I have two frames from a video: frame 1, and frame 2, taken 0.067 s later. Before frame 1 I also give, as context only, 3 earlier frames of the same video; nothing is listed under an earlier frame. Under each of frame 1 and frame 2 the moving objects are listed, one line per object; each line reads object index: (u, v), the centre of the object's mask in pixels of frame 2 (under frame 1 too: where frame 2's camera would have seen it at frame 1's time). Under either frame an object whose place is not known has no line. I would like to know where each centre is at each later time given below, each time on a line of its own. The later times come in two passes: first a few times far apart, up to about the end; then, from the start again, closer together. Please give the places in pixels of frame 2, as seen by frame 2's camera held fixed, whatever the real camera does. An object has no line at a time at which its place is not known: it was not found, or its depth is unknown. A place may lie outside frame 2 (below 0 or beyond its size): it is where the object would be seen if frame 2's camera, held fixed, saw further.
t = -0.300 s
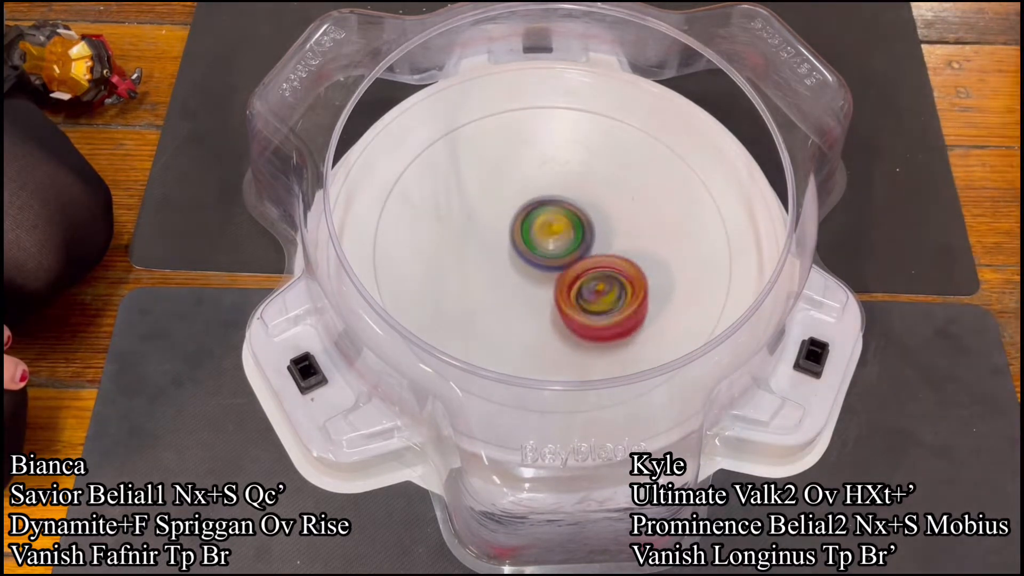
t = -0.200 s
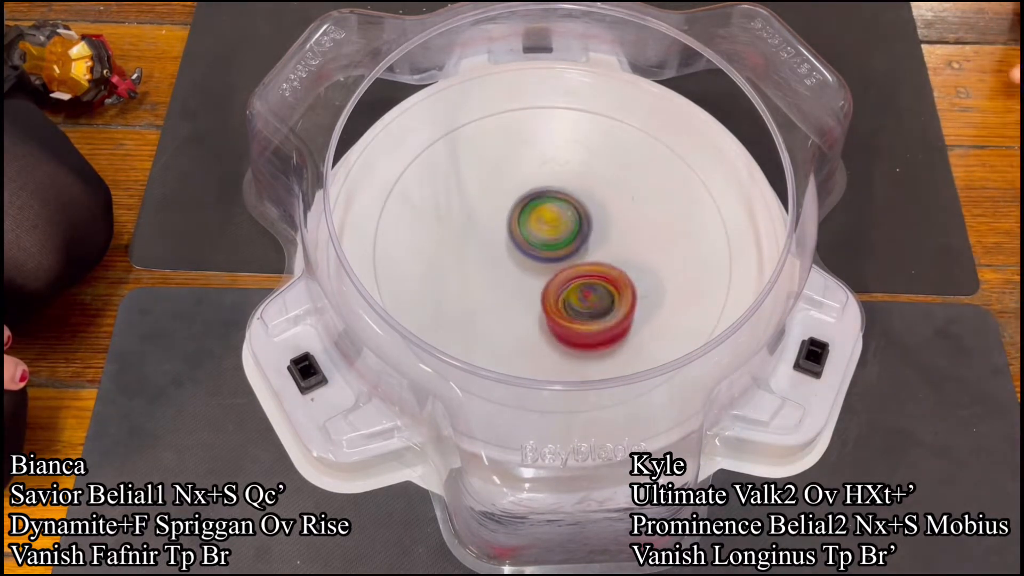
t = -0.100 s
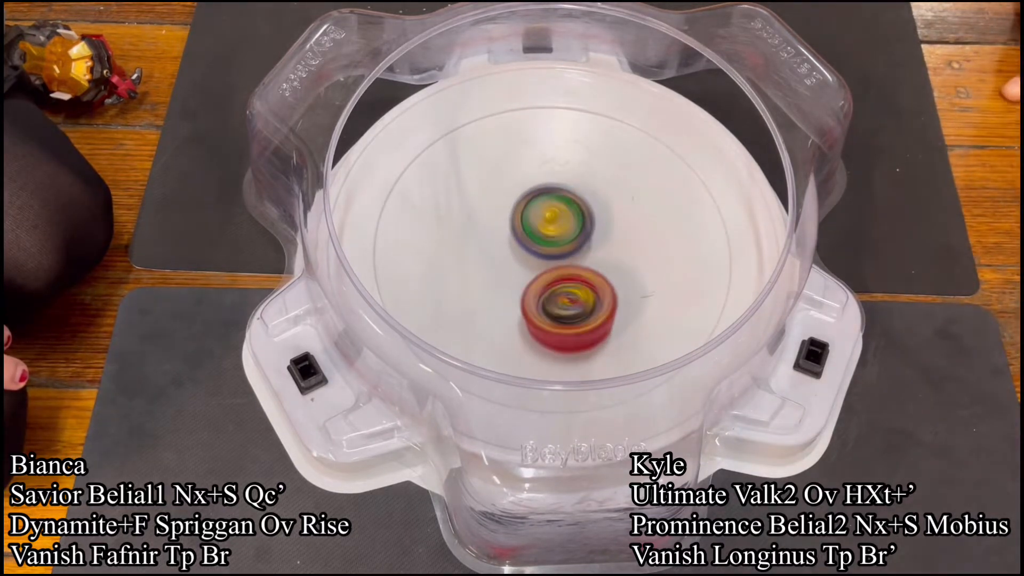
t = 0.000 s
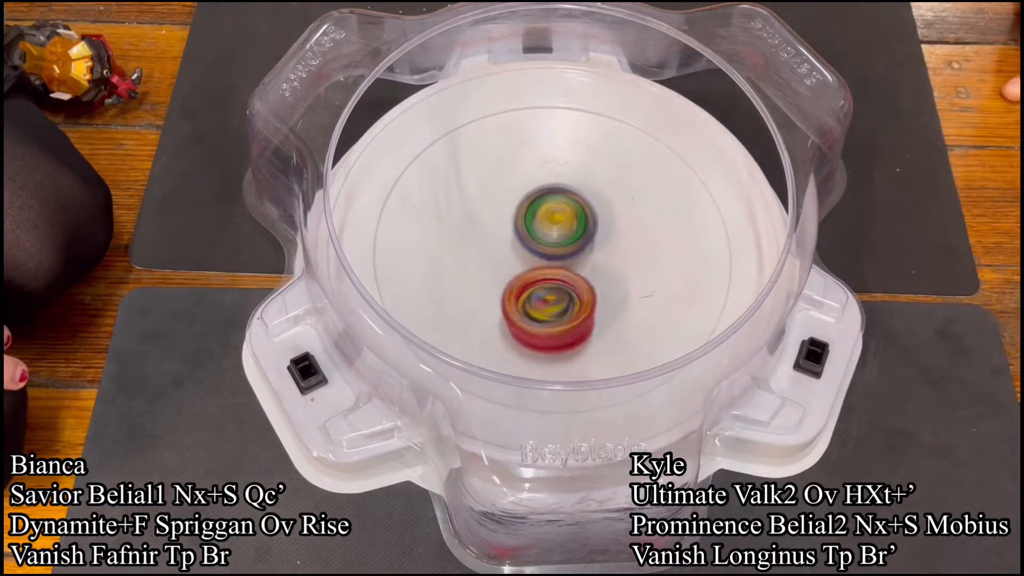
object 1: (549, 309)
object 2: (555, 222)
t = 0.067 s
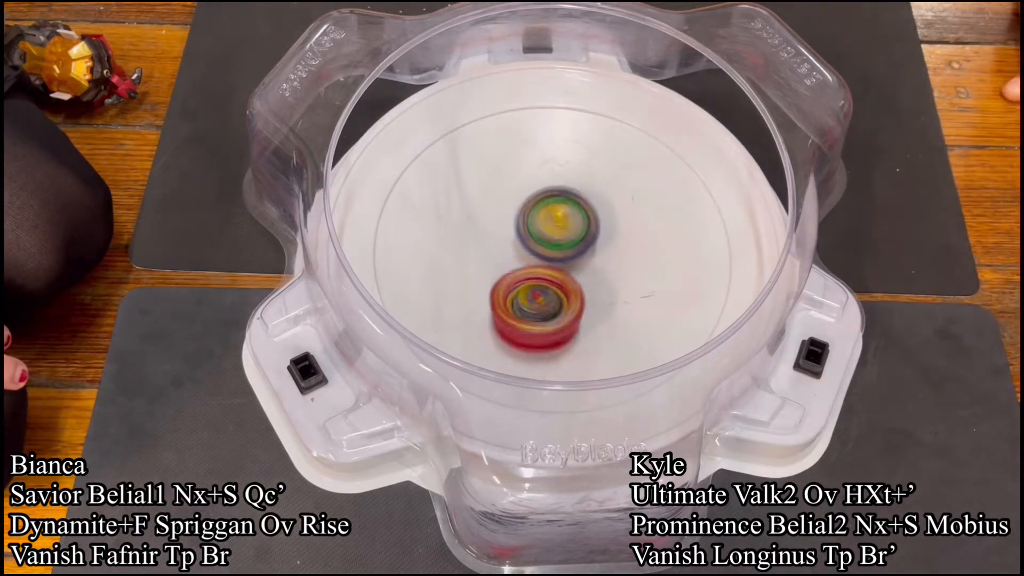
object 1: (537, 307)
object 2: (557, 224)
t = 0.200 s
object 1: (516, 303)
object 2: (559, 232)
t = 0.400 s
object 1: (490, 293)
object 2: (559, 237)
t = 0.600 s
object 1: (476, 274)
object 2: (557, 244)
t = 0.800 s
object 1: (466, 254)
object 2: (565, 248)
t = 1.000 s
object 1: (475, 229)
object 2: (567, 254)
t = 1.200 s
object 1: (492, 205)
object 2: (567, 259)
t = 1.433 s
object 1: (517, 179)
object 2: (562, 264)
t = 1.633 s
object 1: (535, 169)
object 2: (555, 258)
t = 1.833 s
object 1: (553, 172)
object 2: (553, 256)
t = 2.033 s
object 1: (571, 180)
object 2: (548, 259)
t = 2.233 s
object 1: (588, 188)
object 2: (537, 269)
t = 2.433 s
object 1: (603, 214)
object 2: (528, 266)
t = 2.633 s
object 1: (620, 233)
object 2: (522, 262)
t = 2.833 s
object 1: (623, 253)
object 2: (529, 252)
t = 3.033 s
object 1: (617, 272)
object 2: (532, 239)
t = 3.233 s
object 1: (606, 285)
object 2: (533, 225)
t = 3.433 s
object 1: (577, 296)
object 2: (543, 216)
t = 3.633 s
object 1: (556, 302)
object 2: (554, 213)
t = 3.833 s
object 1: (532, 295)
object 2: (563, 222)
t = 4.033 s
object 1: (509, 286)
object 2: (569, 225)
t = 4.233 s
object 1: (487, 271)
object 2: (578, 227)
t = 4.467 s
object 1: (481, 253)
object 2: (581, 238)
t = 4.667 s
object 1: (484, 232)
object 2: (581, 249)
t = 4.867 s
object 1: (497, 215)
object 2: (582, 259)
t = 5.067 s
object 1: (506, 201)
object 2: (588, 271)
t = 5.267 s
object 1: (531, 198)
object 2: (582, 276)
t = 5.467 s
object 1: (558, 193)
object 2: (573, 280)
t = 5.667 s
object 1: (575, 192)
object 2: (561, 278)
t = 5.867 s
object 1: (590, 189)
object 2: (543, 282)
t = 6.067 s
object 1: (595, 197)
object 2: (530, 274)
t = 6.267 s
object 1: (596, 210)
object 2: (521, 266)
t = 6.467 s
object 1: (596, 222)
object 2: (513, 257)
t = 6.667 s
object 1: (601, 233)
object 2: (507, 250)
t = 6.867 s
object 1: (601, 245)
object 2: (505, 242)
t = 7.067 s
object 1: (606, 256)
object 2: (505, 236)
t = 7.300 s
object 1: (601, 268)
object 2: (512, 230)
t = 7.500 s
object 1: (599, 276)
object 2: (518, 226)
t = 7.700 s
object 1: (595, 281)
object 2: (528, 224)
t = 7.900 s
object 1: (605, 291)
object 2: (522, 212)
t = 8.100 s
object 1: (594, 286)
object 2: (533, 217)
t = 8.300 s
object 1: (592, 290)
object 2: (530, 211)
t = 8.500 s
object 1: (586, 282)
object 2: (539, 215)
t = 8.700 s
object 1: (584, 283)
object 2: (542, 214)
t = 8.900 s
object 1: (581, 285)
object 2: (544, 211)
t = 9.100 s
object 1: (572, 285)
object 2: (547, 210)
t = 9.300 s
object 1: (568, 290)
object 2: (546, 207)
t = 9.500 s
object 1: (561, 290)
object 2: (547, 210)
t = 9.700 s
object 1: (552, 294)
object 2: (548, 208)
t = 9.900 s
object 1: (549, 294)
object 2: (550, 209)
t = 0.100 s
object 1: (531, 307)
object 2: (558, 226)
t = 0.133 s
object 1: (525, 306)
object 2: (559, 228)
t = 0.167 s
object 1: (520, 304)
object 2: (559, 230)
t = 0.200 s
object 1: (516, 303)
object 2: (559, 232)
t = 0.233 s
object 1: (511, 301)
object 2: (558, 233)
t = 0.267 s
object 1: (507, 298)
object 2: (557, 235)
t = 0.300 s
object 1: (503, 297)
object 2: (557, 236)
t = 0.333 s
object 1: (497, 296)
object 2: (559, 236)
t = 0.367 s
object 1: (493, 294)
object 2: (559, 237)
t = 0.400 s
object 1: (490, 293)
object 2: (559, 237)
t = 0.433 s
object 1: (487, 290)
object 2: (558, 239)
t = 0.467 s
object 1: (484, 288)
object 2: (558, 240)
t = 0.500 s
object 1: (482, 285)
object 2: (557, 241)
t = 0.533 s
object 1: (480, 281)
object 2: (556, 243)
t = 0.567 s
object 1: (477, 277)
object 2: (557, 243)
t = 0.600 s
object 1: (476, 274)
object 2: (557, 244)
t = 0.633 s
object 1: (474, 271)
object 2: (558, 244)
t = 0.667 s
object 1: (473, 267)
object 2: (558, 245)
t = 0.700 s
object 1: (472, 264)
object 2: (559, 246)
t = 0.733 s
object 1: (468, 261)
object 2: (562, 246)
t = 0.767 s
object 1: (466, 258)
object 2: (564, 247)
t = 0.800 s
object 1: (466, 254)
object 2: (565, 248)
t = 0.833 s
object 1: (466, 250)
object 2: (566, 249)
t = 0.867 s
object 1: (466, 245)
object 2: (566, 250)
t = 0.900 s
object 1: (468, 242)
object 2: (567, 251)
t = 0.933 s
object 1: (470, 237)
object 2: (567, 252)
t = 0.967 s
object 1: (472, 233)
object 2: (567, 253)
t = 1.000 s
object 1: (475, 229)
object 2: (567, 254)
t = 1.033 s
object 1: (478, 225)
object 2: (567, 255)
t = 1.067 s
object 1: (481, 221)
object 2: (566, 256)
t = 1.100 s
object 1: (483, 216)
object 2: (567, 257)
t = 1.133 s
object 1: (486, 212)
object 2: (568, 257)
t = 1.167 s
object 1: (489, 209)
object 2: (568, 258)
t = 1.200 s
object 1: (492, 205)
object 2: (567, 259)
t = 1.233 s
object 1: (496, 202)
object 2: (566, 259)
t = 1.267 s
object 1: (500, 199)
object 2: (565, 260)
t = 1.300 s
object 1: (505, 197)
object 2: (564, 260)
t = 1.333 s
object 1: (508, 191)
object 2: (564, 262)
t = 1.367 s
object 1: (511, 187)
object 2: (564, 263)
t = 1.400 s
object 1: (514, 183)
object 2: (564, 264)
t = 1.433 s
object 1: (517, 179)
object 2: (562, 264)
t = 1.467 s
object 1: (520, 176)
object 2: (561, 264)
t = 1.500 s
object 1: (523, 173)
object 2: (560, 263)
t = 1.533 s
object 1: (526, 170)
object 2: (559, 262)
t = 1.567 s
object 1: (529, 170)
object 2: (558, 261)
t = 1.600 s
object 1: (531, 169)
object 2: (556, 260)
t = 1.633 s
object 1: (535, 169)
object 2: (555, 258)
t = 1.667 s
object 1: (537, 170)
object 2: (555, 257)
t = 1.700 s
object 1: (540, 171)
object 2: (554, 255)
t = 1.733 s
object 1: (544, 172)
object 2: (554, 254)
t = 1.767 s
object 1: (547, 171)
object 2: (553, 255)
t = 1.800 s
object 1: (550, 171)
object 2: (553, 256)
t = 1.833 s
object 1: (553, 172)
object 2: (553, 256)
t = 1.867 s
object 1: (555, 173)
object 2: (552, 256)
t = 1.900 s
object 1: (559, 174)
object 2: (552, 257)
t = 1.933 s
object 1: (561, 175)
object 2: (550, 258)
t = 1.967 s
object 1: (564, 177)
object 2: (550, 258)
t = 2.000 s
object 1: (568, 178)
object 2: (549, 259)
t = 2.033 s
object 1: (571, 180)
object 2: (548, 259)
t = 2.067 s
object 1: (574, 182)
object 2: (547, 259)
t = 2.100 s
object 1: (578, 181)
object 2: (545, 264)
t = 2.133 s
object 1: (581, 181)
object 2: (542, 267)
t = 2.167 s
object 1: (584, 183)
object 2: (541, 268)
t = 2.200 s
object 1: (586, 185)
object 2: (539, 269)
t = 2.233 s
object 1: (588, 188)
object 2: (537, 269)
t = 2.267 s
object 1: (590, 192)
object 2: (536, 269)
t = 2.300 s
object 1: (593, 196)
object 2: (534, 269)
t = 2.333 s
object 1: (595, 200)
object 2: (532, 268)
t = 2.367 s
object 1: (596, 205)
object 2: (532, 267)
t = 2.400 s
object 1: (598, 210)
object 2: (530, 266)
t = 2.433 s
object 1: (603, 214)
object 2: (528, 266)
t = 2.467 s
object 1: (607, 216)
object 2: (525, 267)
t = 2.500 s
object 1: (610, 219)
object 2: (524, 267)
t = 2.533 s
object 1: (613, 223)
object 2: (523, 266)
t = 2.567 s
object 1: (616, 226)
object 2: (523, 265)
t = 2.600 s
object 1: (618, 230)
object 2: (522, 264)
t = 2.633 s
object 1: (620, 233)
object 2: (522, 262)
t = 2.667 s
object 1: (621, 237)
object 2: (523, 260)
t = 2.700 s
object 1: (623, 240)
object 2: (523, 259)
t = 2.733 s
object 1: (623, 243)
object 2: (525, 257)
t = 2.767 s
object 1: (624, 247)
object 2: (526, 255)
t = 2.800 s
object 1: (623, 250)
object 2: (528, 253)
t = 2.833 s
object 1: (623, 253)
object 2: (529, 252)
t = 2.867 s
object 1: (623, 257)
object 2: (530, 249)
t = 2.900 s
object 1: (623, 260)
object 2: (529, 247)
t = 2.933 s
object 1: (623, 263)
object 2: (528, 245)
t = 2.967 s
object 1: (621, 266)
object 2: (529, 243)
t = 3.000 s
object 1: (619, 269)
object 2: (530, 241)
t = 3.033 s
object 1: (617, 272)
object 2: (532, 239)
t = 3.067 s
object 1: (617, 275)
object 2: (530, 236)
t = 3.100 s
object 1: (618, 278)
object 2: (529, 233)
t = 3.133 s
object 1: (617, 280)
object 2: (529, 230)
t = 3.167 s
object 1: (614, 282)
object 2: (530, 228)
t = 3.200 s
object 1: (610, 284)
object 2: (532, 226)
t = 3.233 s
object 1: (606, 285)
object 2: (533, 225)
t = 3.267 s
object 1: (602, 287)
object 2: (535, 223)
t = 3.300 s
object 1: (597, 288)
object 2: (537, 222)
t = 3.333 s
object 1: (592, 288)
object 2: (540, 221)
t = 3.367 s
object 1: (586, 289)
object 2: (541, 220)
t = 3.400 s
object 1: (581, 292)
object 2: (542, 219)
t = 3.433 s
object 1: (577, 296)
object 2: (543, 216)
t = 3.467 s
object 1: (573, 298)
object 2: (544, 214)
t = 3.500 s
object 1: (570, 299)
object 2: (546, 214)
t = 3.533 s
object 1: (567, 300)
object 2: (547, 213)
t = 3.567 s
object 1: (563, 301)
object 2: (549, 212)
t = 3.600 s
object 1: (559, 302)
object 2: (552, 212)
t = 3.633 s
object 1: (556, 302)
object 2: (554, 213)
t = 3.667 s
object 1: (552, 301)
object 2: (556, 214)
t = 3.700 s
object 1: (548, 300)
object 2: (558, 216)
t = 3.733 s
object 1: (544, 299)
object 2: (559, 218)
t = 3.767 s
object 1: (540, 298)
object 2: (561, 220)
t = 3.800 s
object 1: (537, 296)
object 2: (562, 222)
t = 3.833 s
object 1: (532, 295)
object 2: (563, 222)
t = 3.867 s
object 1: (526, 297)
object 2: (564, 221)
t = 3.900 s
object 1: (522, 296)
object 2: (565, 221)
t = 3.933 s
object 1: (519, 295)
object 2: (567, 222)
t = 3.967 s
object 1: (515, 292)
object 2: (567, 223)
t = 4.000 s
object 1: (512, 289)
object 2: (568, 224)
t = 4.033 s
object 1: (509, 286)
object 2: (569, 225)
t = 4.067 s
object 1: (506, 282)
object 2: (569, 227)
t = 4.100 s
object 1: (504, 279)
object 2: (570, 228)
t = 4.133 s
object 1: (502, 276)
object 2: (570, 229)
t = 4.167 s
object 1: (495, 274)
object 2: (574, 227)
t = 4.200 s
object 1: (490, 273)
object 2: (576, 226)
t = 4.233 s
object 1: (487, 271)
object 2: (578, 227)
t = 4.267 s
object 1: (484, 269)
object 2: (579, 228)
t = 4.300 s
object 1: (482, 266)
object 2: (580, 229)
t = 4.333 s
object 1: (481, 264)
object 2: (581, 231)
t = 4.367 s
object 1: (480, 261)
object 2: (581, 233)
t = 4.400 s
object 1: (480, 258)
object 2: (582, 234)
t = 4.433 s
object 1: (480, 256)
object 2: (581, 236)
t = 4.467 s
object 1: (481, 253)
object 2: (581, 238)
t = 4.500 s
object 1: (482, 249)
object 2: (580, 240)
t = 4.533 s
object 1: (483, 246)
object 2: (579, 241)
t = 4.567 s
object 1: (485, 242)
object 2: (578, 243)
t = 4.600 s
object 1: (484, 239)
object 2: (579, 245)
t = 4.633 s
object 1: (483, 235)
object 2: (581, 247)
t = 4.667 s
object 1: (484, 232)
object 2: (581, 249)
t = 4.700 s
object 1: (487, 230)
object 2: (581, 250)
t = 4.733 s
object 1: (488, 227)
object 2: (581, 252)
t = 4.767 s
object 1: (491, 224)
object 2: (581, 253)
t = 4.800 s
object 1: (494, 222)
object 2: (581, 255)
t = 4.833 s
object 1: (497, 219)
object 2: (581, 257)
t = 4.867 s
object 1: (497, 215)
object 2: (582, 259)
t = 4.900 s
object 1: (496, 211)
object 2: (586, 262)
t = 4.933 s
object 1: (495, 208)
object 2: (587, 264)
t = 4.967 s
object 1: (497, 205)
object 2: (588, 267)
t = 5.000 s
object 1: (500, 203)
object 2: (588, 268)
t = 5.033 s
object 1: (502, 202)
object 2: (588, 270)
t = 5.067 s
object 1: (506, 201)
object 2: (588, 271)
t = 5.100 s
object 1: (509, 199)
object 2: (586, 272)
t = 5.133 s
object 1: (513, 198)
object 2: (586, 273)
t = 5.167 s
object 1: (517, 197)
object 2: (585, 274)
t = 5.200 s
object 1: (521, 197)
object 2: (585, 274)
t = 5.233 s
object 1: (525, 197)
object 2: (584, 275)
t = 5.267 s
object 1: (531, 198)
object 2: (582, 276)
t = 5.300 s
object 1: (536, 197)
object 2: (580, 275)
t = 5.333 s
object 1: (540, 198)
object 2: (578, 275)
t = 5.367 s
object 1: (546, 198)
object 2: (577, 276)
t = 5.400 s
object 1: (550, 197)
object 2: (577, 277)
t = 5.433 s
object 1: (554, 195)
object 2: (575, 278)
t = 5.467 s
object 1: (558, 193)
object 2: (573, 280)
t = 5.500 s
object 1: (560, 191)
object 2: (570, 280)
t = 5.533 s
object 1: (564, 190)
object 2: (568, 280)
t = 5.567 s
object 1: (567, 190)
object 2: (567, 279)
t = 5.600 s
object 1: (570, 191)
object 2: (565, 280)
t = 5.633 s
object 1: (572, 191)
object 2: (563, 278)
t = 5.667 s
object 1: (575, 192)
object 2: (561, 278)
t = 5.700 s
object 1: (577, 194)
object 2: (559, 277)
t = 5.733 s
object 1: (579, 196)
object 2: (557, 276)
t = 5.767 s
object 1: (581, 198)
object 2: (554, 274)
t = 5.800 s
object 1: (585, 193)
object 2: (551, 278)
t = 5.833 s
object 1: (588, 189)
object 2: (546, 282)
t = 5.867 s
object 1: (590, 189)
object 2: (543, 282)
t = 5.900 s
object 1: (591, 189)
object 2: (540, 281)
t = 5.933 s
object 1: (593, 190)
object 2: (538, 280)
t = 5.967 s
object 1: (594, 191)
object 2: (536, 279)
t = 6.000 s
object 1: (594, 193)
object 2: (533, 277)
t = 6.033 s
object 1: (595, 195)
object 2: (531, 275)
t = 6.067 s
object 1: (595, 197)
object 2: (530, 274)
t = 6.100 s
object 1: (594, 200)
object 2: (529, 272)
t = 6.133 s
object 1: (593, 203)
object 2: (528, 270)
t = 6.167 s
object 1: (593, 206)
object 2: (527, 268)
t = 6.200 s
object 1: (591, 209)
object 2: (526, 265)
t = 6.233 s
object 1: (593, 210)
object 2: (523, 265)
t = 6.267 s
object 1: (596, 210)
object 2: (521, 266)
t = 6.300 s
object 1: (596, 212)
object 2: (520, 264)
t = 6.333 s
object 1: (595, 214)
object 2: (518, 262)
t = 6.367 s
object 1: (595, 216)
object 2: (518, 260)
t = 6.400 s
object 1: (597, 217)
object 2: (516, 259)
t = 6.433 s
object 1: (597, 219)
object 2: (515, 259)
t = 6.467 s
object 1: (596, 222)
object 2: (513, 257)
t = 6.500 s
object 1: (597, 224)
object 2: (513, 256)
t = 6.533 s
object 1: (599, 225)
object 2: (511, 254)
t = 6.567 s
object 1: (598, 227)
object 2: (510, 254)
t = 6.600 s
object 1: (599, 229)
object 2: (509, 252)
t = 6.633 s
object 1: (598, 231)
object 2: (509, 250)
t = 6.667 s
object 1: (601, 233)
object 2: (507, 250)
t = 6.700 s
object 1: (600, 234)
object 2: (507, 248)
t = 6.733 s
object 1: (600, 237)
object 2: (507, 247)
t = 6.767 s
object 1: (600, 239)
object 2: (507, 245)
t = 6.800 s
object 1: (600, 241)
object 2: (507, 244)
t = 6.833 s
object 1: (602, 243)
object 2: (506, 243)
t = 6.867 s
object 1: (601, 245)
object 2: (505, 242)
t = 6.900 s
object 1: (601, 247)
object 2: (506, 241)
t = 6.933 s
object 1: (600, 249)
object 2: (508, 240)
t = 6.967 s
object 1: (602, 250)
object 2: (507, 239)
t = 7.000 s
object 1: (605, 253)
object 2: (505, 239)
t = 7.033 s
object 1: (605, 255)
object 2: (504, 237)
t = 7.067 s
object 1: (606, 256)
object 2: (505, 236)
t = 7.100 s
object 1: (605, 258)
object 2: (507, 235)
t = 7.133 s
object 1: (604, 259)
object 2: (508, 234)
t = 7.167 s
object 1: (603, 261)
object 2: (510, 233)
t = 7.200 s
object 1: (601, 261)
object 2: (512, 233)
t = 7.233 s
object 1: (599, 263)
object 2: (515, 233)
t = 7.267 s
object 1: (599, 265)
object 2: (513, 232)
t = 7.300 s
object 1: (601, 268)
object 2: (512, 230)
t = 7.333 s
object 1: (601, 269)
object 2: (513, 230)
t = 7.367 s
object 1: (600, 270)
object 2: (514, 230)
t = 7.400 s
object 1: (598, 271)
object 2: (516, 229)
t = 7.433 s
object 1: (597, 271)
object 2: (519, 229)
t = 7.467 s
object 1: (596, 273)
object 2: (520, 229)
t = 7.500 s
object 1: (599, 276)
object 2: (518, 226)
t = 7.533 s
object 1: (599, 277)
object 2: (519, 225)
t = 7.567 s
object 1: (598, 278)
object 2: (521, 225)
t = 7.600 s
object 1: (598, 279)
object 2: (523, 225)
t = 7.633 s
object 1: (596, 279)
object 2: (524, 225)
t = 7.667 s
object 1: (595, 279)
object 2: (527, 225)
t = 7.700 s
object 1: (595, 281)
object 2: (528, 224)
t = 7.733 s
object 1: (601, 287)
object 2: (522, 218)
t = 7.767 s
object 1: (604, 290)
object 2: (519, 215)
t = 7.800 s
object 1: (605, 291)
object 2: (519, 214)
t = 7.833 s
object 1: (605, 291)
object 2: (520, 213)
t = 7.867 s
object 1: (605, 292)
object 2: (520, 212)
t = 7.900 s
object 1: (605, 291)
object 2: (522, 212)
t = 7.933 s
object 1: (604, 291)
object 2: (523, 212)
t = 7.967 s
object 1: (603, 291)
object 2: (524, 212)
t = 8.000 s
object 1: (601, 290)
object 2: (526, 213)
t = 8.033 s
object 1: (599, 289)
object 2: (528, 214)
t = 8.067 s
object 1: (597, 287)
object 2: (530, 215)
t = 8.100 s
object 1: (594, 286)
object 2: (533, 217)
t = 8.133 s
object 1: (592, 284)
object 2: (535, 219)
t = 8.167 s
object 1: (590, 281)
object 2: (535, 220)
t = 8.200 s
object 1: (593, 287)
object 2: (531, 215)
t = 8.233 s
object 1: (594, 290)
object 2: (529, 212)
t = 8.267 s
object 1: (594, 290)
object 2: (529, 211)
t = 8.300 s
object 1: (592, 290)
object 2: (530, 211)
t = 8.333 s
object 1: (592, 288)
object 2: (532, 212)
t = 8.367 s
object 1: (591, 287)
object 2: (533, 212)
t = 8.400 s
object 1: (589, 286)
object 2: (535, 213)
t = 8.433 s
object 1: (589, 284)
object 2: (536, 214)
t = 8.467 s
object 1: (587, 282)
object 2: (538, 215)
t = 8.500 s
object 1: (586, 282)
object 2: (539, 215)
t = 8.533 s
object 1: (587, 284)
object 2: (539, 215)
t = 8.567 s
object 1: (586, 284)
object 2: (540, 214)
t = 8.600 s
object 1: (585, 282)
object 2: (541, 215)
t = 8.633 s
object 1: (585, 283)
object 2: (541, 214)
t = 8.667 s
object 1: (584, 283)
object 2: (542, 214)
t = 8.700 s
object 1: (584, 283)
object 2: (542, 214)
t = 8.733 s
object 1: (584, 282)
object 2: (543, 214)
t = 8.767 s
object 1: (583, 283)
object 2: (543, 213)
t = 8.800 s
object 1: (582, 283)
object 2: (544, 213)
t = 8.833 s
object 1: (582, 284)
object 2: (543, 212)
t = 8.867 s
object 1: (581, 285)
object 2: (544, 211)
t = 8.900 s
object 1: (581, 285)
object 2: (544, 211)
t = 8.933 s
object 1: (580, 286)
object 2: (545, 210)
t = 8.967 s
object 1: (578, 286)
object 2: (545, 210)
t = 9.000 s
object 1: (578, 285)
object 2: (547, 211)
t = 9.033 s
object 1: (576, 284)
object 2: (546, 211)
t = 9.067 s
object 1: (574, 285)
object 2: (547, 210)
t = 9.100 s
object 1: (572, 285)
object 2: (547, 210)
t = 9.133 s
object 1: (572, 284)
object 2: (547, 210)
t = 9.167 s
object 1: (570, 285)
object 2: (547, 210)
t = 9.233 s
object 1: (569, 286)
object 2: (547, 209)
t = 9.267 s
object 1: (568, 289)
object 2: (546, 207)
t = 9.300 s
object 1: (568, 290)
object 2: (546, 207)
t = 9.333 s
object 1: (567, 291)
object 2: (546, 207)
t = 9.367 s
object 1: (566, 292)
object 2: (546, 207)
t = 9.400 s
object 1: (565, 292)
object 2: (547, 208)
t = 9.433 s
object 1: (564, 291)
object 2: (546, 208)
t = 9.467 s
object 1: (563, 291)
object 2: (547, 209)
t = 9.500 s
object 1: (561, 290)
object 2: (547, 210)
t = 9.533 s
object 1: (560, 289)
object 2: (547, 211)
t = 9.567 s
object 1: (559, 288)
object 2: (547, 212)
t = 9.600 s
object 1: (556, 289)
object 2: (547, 211)
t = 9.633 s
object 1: (555, 289)
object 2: (547, 212)
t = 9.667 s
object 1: (554, 289)
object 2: (548, 212)
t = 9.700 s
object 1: (552, 294)
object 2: (548, 208)
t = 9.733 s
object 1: (551, 295)
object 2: (548, 207)
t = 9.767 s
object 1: (551, 296)
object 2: (548, 208)
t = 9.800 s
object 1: (551, 296)
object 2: (550, 208)
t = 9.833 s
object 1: (550, 296)
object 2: (550, 209)
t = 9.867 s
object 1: (550, 296)
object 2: (550, 209)
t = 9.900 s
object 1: (549, 294)
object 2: (550, 209)
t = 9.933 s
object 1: (549, 293)
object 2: (551, 210)
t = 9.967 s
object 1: (549, 292)
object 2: (551, 211)
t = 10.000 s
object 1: (549, 290)
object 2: (553, 213)
